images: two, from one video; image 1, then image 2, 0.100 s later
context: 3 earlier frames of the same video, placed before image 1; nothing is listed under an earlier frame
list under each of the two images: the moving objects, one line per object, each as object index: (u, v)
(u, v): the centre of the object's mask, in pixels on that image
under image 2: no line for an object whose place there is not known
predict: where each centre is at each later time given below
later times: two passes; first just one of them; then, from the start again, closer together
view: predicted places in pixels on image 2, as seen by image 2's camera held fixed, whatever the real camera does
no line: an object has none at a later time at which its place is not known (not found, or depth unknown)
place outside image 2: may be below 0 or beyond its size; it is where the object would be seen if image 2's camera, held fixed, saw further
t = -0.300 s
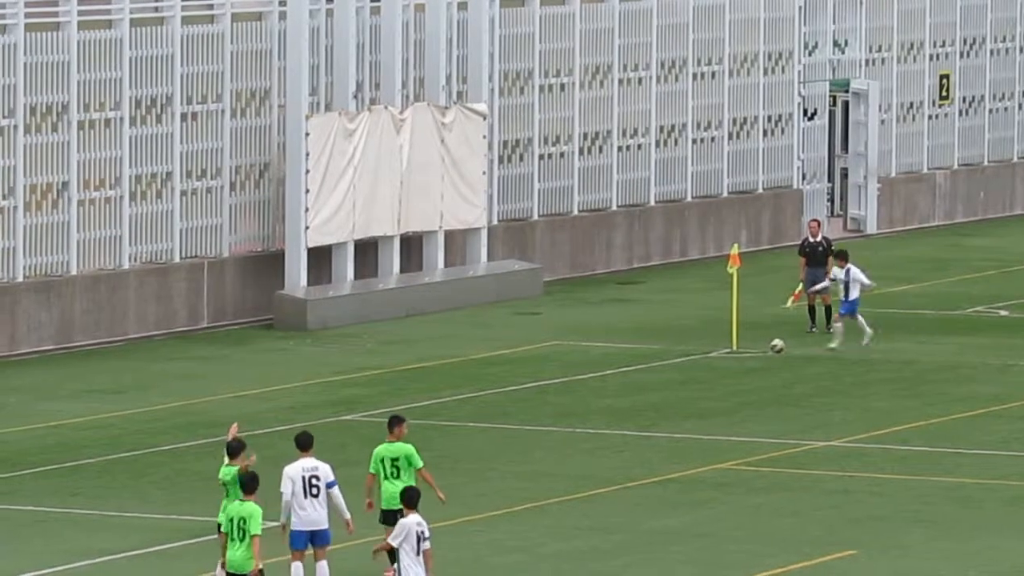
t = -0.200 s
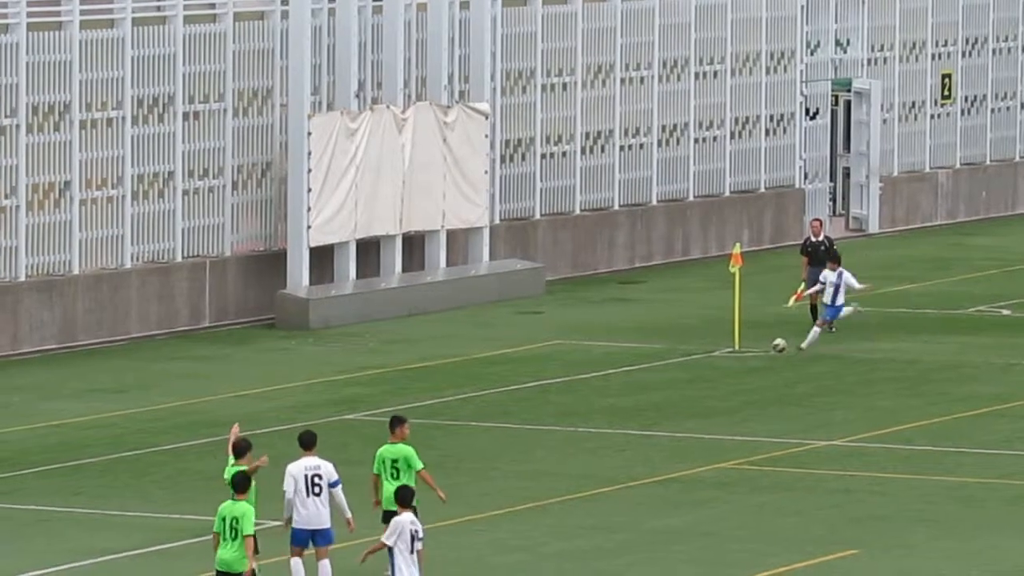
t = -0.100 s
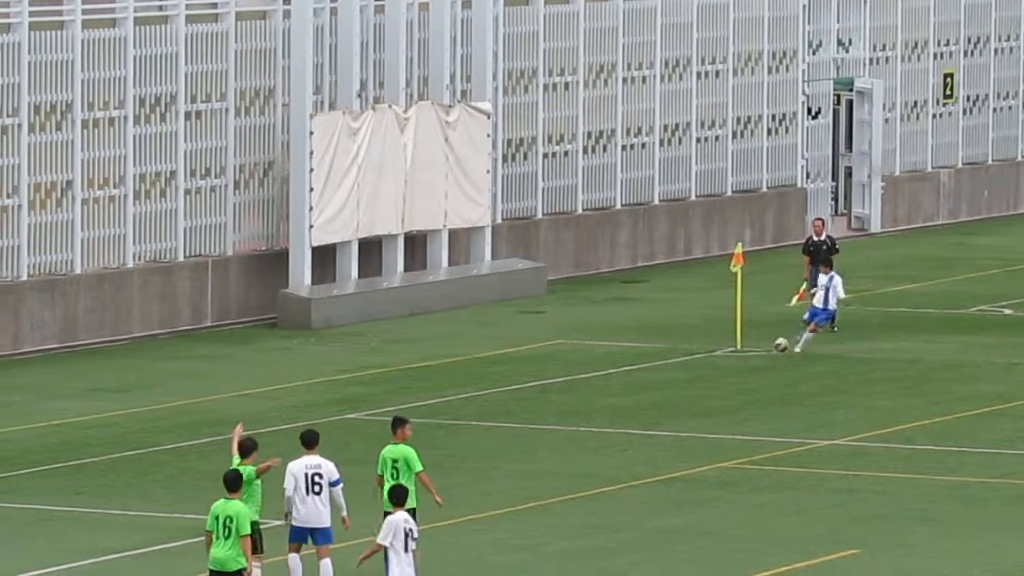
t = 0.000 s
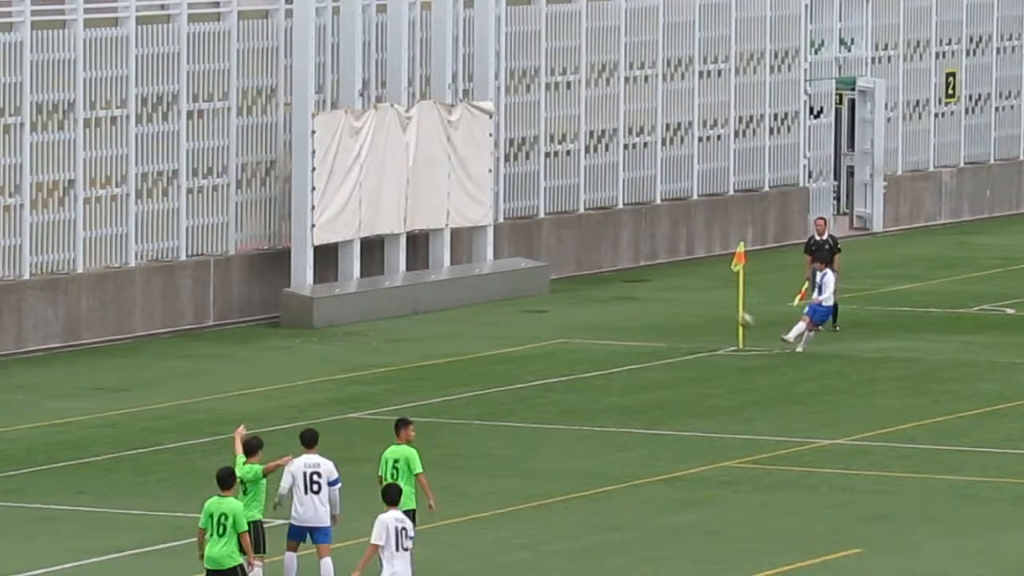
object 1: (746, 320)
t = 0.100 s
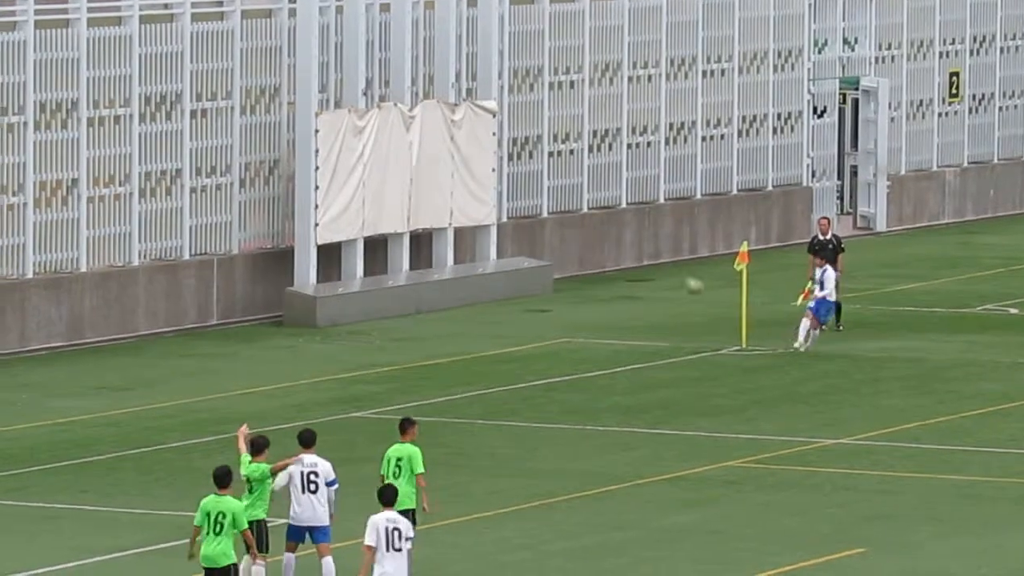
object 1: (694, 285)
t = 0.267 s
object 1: (605, 234)
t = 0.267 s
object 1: (605, 234)
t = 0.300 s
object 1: (586, 226)
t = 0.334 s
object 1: (570, 218)
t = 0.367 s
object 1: (552, 209)
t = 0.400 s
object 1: (537, 202)
